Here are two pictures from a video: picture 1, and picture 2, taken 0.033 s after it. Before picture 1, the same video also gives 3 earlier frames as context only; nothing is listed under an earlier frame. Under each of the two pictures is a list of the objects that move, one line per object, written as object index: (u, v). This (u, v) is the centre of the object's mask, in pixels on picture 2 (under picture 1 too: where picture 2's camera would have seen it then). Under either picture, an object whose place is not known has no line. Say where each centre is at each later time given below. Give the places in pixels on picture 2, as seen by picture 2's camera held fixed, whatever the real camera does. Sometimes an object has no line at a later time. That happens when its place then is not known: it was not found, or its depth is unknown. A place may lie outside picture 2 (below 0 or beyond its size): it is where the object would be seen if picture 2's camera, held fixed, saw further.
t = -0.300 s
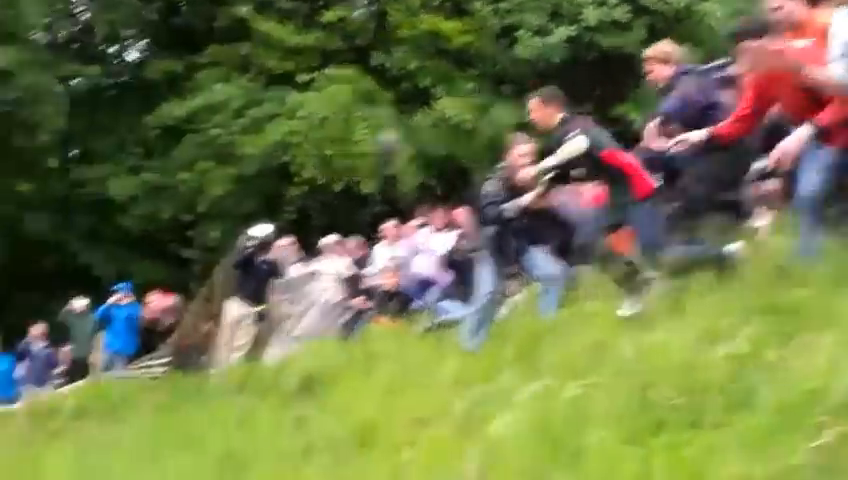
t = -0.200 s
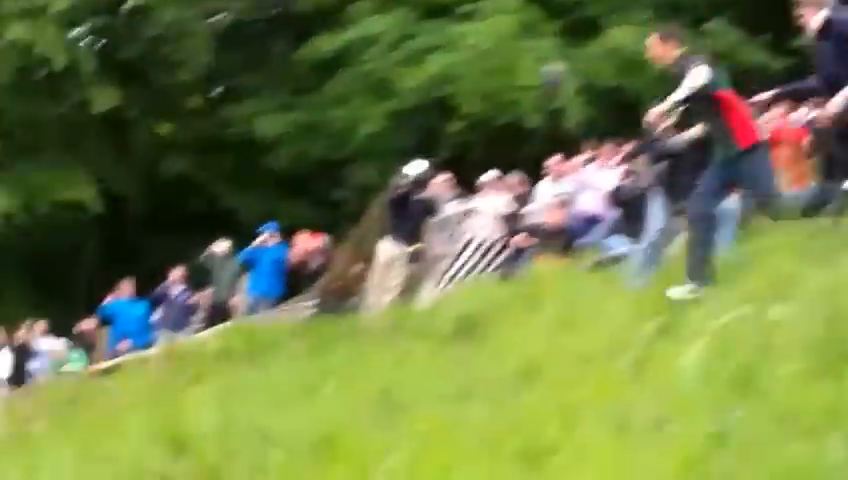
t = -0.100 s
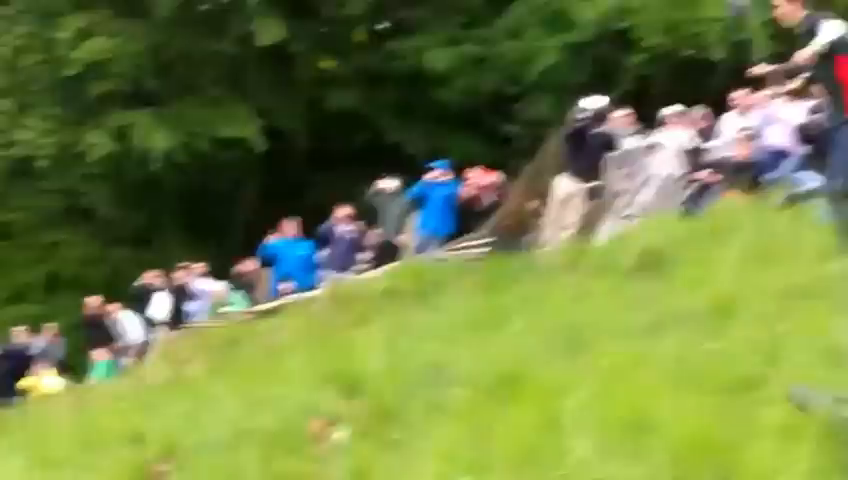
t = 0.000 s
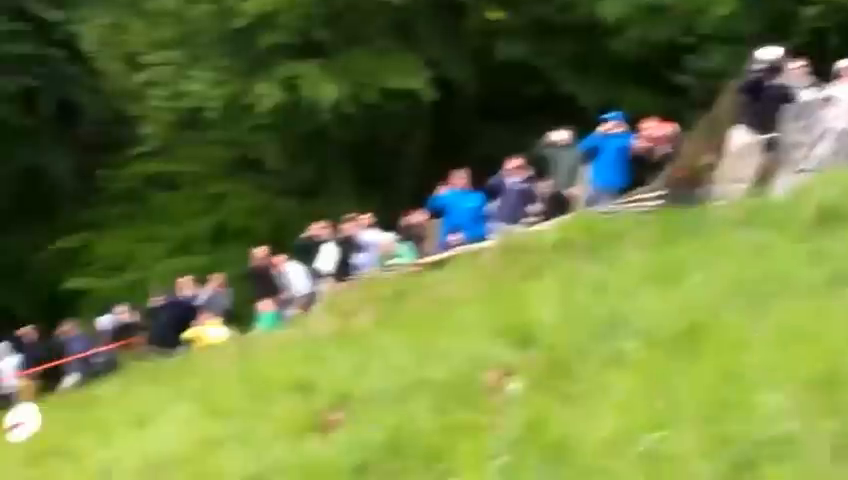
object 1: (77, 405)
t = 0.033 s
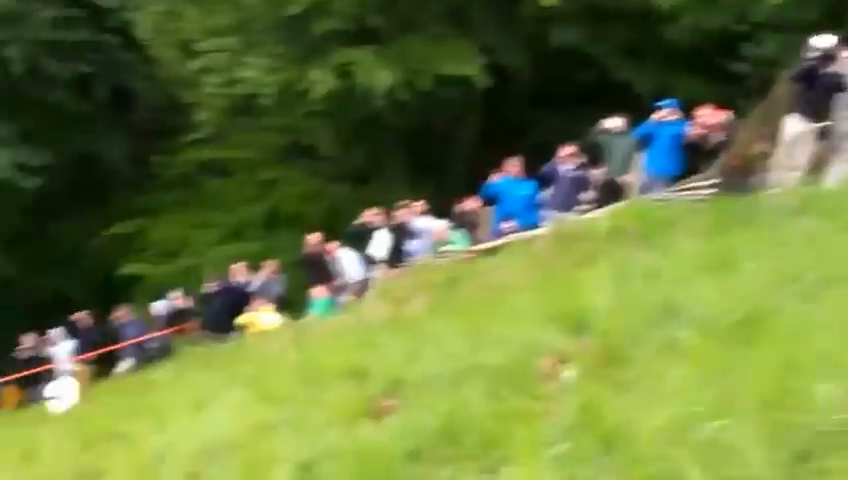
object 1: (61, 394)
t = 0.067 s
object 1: (44, 384)
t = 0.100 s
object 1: (30, 375)
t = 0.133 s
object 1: (14, 367)
